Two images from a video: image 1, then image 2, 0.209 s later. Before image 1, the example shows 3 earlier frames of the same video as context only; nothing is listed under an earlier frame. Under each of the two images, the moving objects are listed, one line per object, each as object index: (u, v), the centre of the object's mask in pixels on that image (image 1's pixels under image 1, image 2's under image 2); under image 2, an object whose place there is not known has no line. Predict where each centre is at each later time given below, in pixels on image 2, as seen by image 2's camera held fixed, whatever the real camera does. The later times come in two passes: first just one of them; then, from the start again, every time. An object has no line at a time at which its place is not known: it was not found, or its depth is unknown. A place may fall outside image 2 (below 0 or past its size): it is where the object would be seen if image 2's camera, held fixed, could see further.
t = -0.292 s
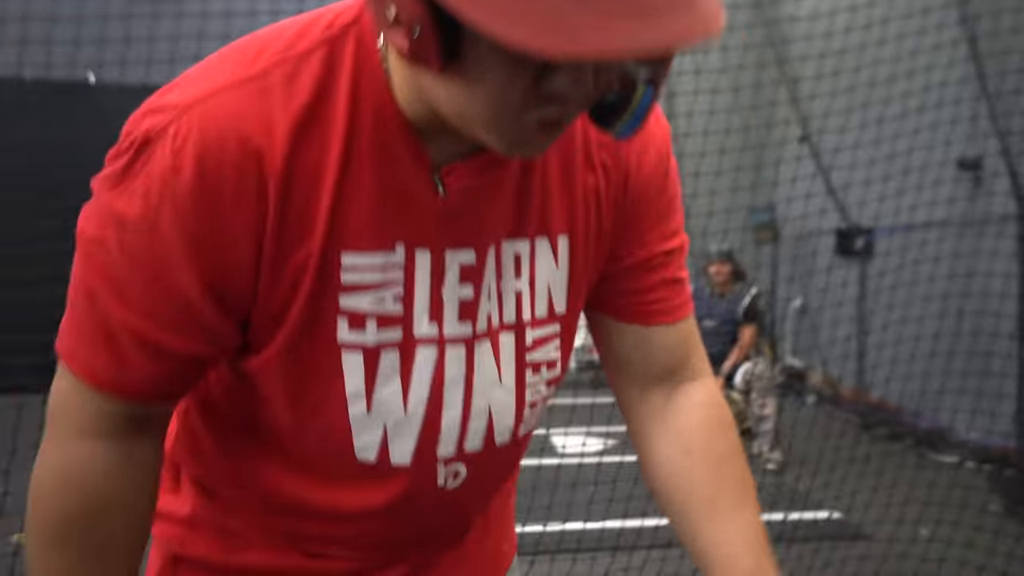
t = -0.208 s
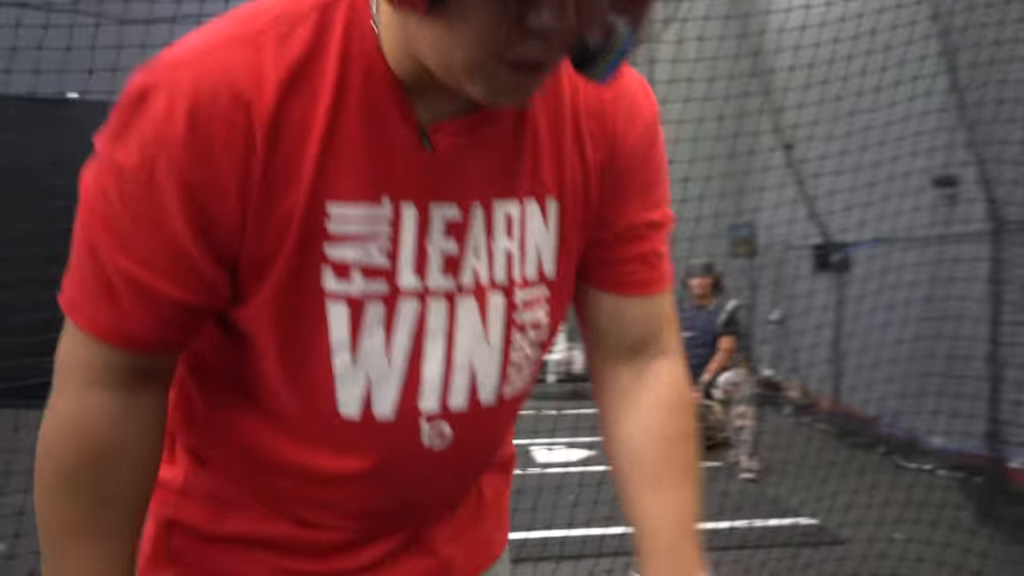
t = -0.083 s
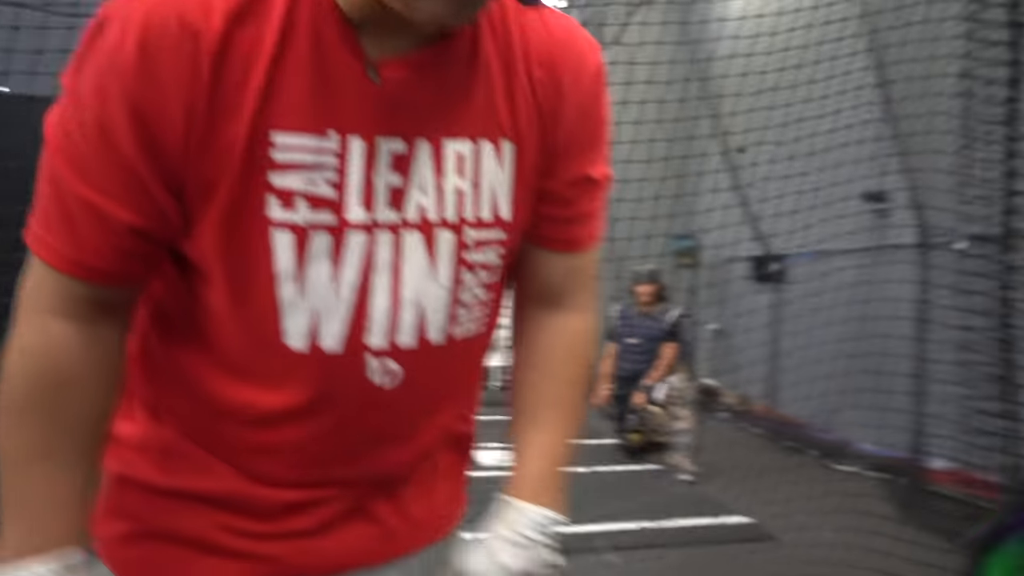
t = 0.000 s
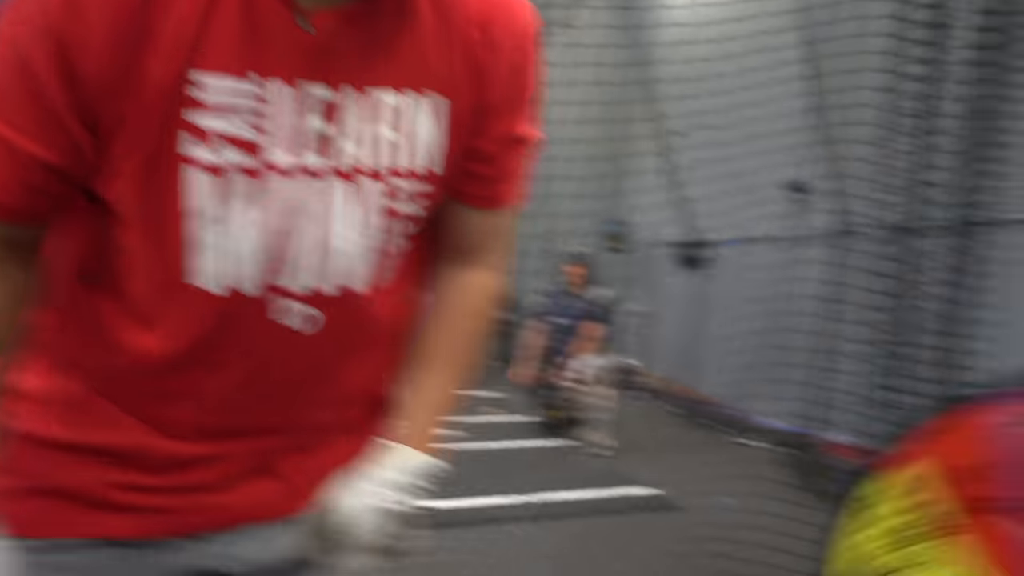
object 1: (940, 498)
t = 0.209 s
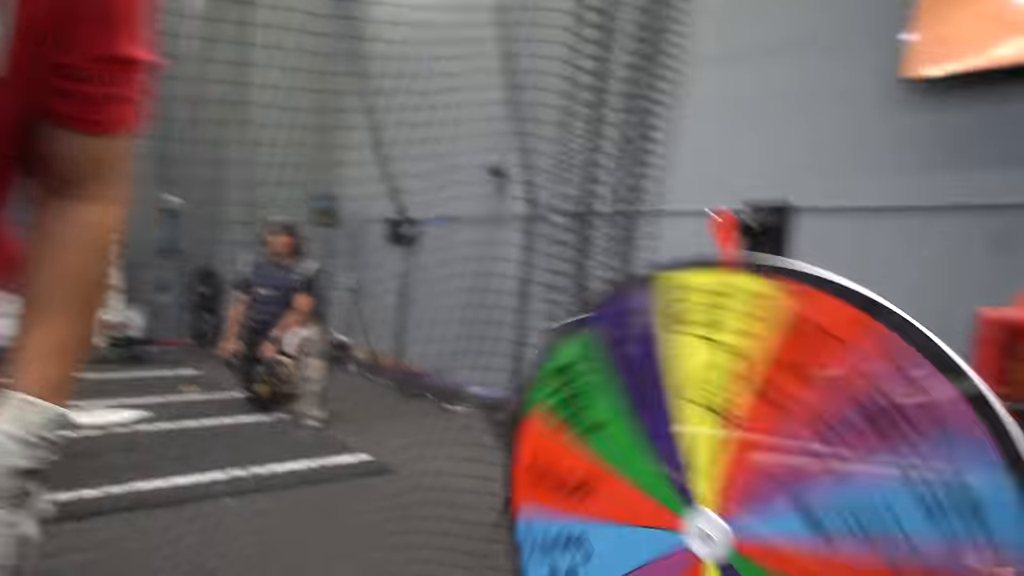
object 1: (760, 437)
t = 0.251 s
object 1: (768, 448)
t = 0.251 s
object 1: (768, 448)
